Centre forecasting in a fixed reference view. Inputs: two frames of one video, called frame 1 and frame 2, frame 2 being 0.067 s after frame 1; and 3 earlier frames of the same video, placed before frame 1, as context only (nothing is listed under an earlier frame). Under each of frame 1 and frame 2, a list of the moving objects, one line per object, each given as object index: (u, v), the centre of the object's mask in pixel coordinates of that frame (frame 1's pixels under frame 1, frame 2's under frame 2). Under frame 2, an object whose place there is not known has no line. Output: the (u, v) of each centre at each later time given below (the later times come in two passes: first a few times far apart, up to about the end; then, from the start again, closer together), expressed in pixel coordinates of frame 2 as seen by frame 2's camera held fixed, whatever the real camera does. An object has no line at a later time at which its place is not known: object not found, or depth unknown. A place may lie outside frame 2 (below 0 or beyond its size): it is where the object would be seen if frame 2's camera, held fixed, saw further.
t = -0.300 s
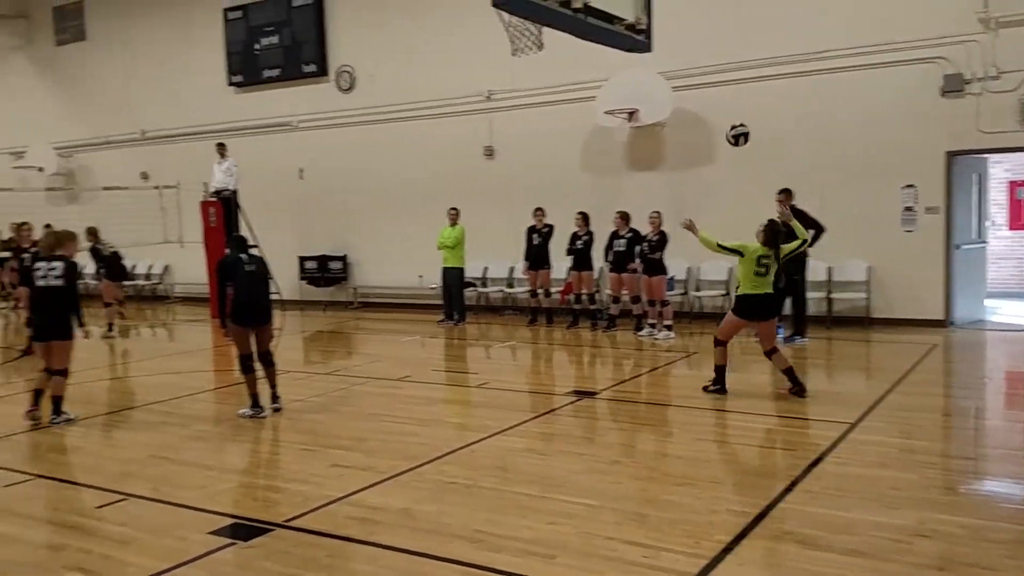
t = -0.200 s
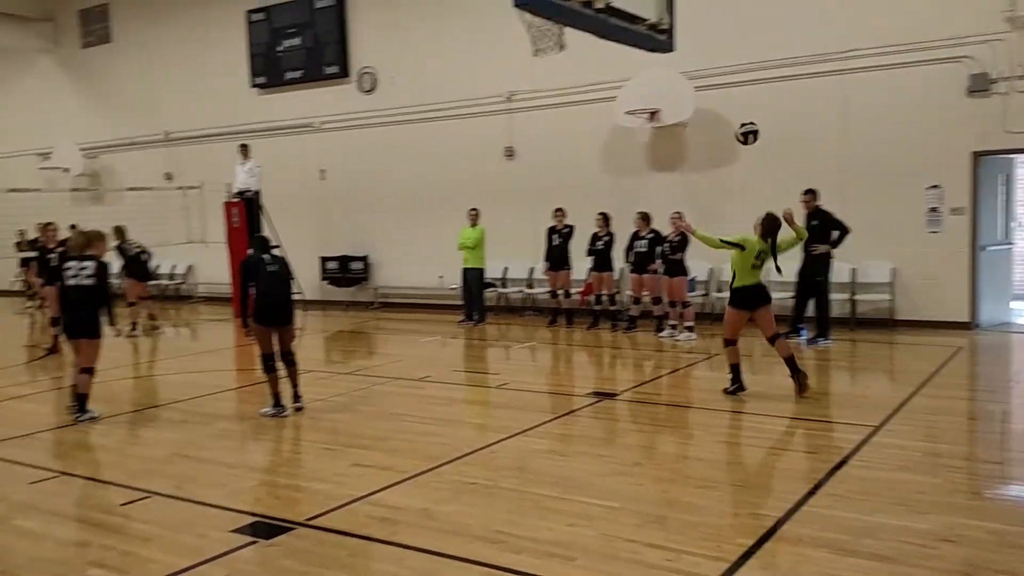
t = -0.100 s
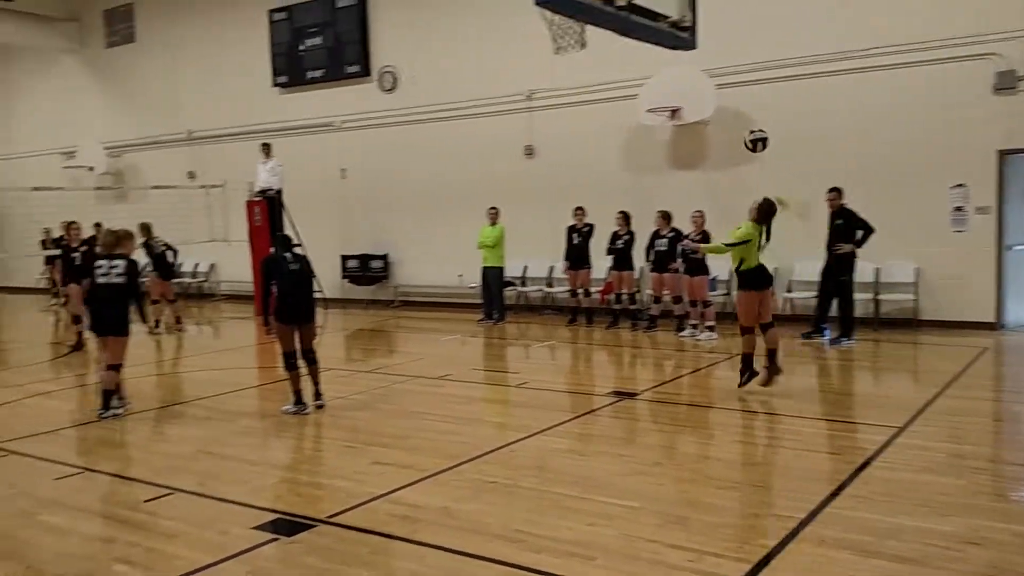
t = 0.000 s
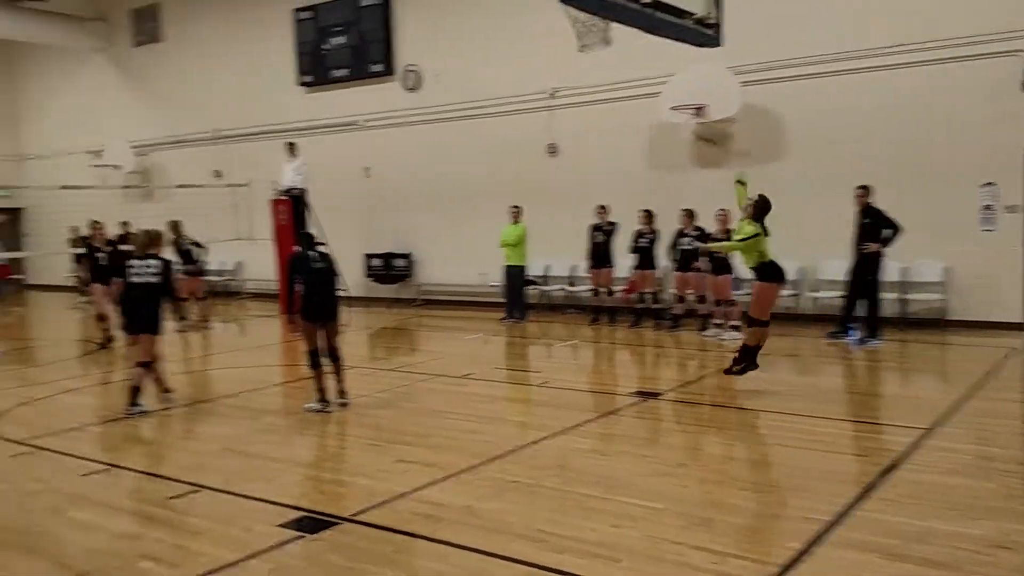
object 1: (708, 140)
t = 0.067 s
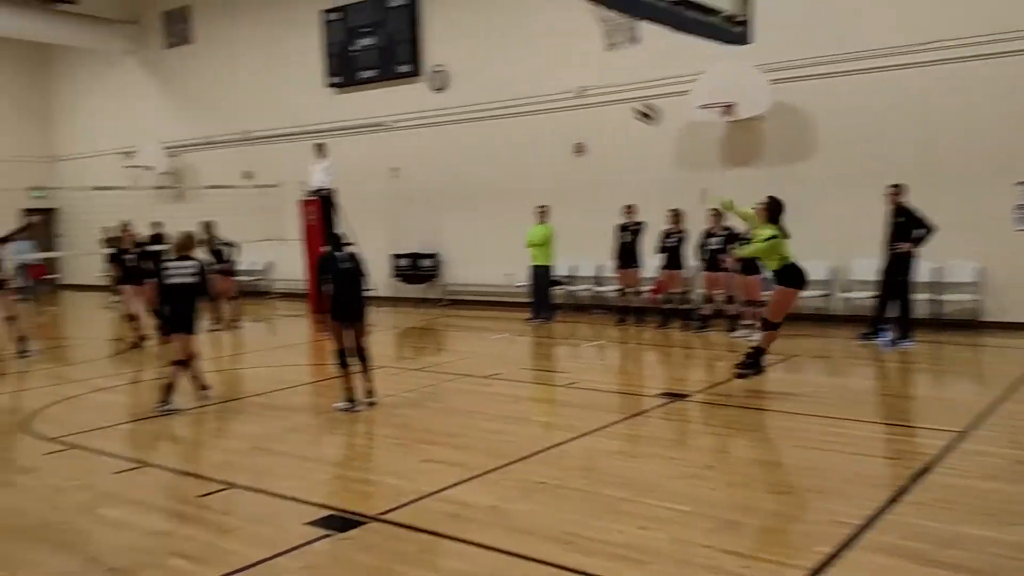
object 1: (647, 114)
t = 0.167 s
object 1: (527, 92)
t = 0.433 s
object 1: (275, 85)
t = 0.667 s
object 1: (119, 125)
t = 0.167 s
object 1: (527, 92)
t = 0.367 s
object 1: (332, 80)
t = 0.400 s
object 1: (302, 82)
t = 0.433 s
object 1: (275, 85)
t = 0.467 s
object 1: (251, 89)
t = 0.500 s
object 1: (226, 94)
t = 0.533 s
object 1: (204, 99)
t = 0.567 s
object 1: (181, 104)
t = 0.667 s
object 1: (119, 125)
